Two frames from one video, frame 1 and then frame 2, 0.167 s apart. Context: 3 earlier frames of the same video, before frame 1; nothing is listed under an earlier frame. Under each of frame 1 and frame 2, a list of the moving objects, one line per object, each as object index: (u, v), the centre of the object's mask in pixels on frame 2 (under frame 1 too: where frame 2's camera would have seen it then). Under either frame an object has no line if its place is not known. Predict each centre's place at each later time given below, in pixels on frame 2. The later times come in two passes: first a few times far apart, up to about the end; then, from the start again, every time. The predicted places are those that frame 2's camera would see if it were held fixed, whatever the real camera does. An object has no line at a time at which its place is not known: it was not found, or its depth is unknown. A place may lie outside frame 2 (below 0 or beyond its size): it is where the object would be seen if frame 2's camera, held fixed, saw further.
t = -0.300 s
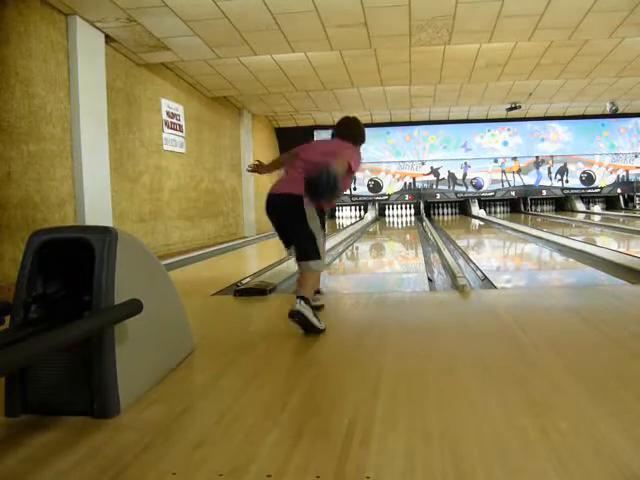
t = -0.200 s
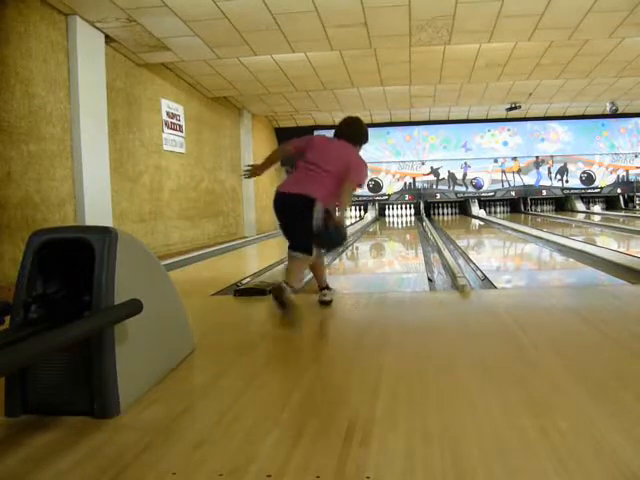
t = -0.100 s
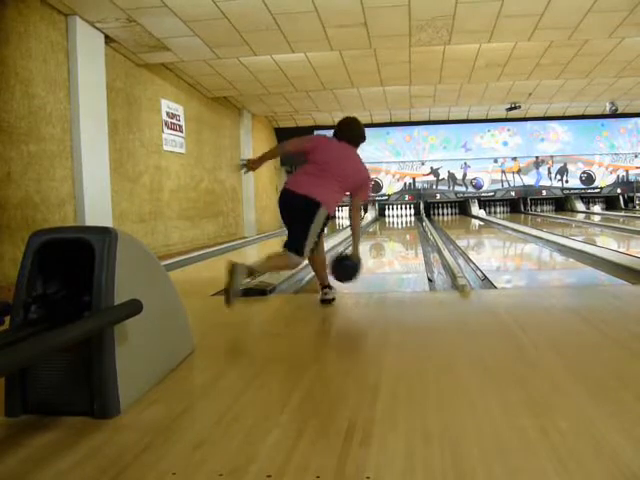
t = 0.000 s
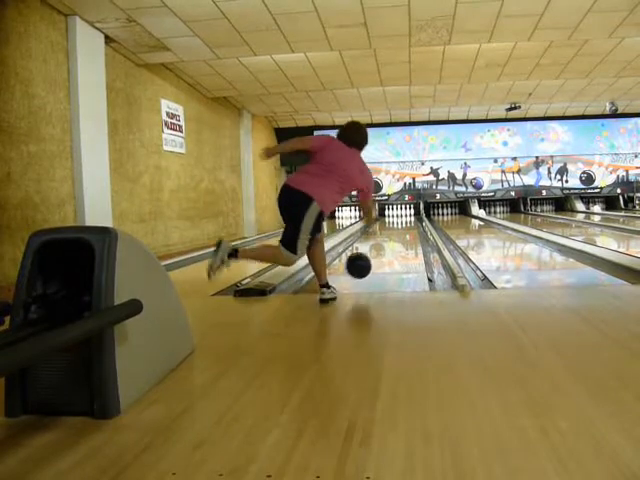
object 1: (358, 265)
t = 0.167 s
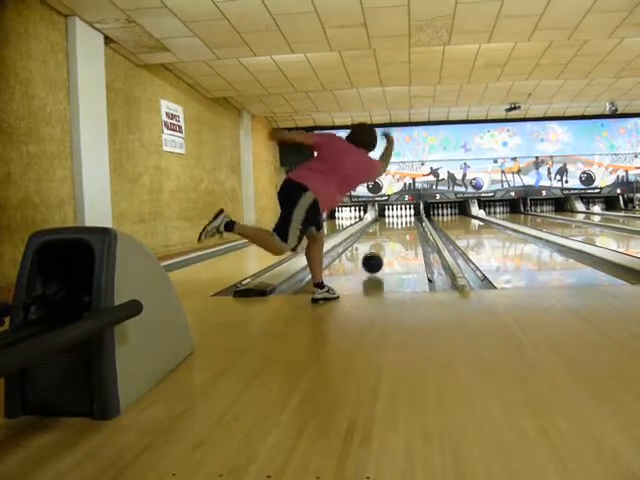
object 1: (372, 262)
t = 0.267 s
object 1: (378, 256)
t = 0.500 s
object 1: (388, 245)
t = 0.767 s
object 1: (394, 236)
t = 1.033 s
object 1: (398, 230)
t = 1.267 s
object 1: (401, 226)
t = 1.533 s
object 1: (402, 223)
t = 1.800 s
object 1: (403, 220)
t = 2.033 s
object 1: (404, 219)
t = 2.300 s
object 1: (403, 216)
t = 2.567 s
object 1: (400, 215)
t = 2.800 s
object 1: (399, 214)
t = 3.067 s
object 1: (398, 211)
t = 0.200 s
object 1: (374, 260)
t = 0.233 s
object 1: (376, 259)
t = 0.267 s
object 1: (378, 256)
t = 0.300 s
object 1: (379, 255)
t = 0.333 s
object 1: (381, 253)
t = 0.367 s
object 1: (382, 251)
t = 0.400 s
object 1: (384, 249)
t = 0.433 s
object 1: (385, 248)
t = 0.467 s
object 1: (386, 247)
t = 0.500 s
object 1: (388, 245)
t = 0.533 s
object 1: (388, 244)
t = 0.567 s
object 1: (389, 242)
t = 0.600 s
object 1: (390, 241)
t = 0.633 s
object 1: (391, 240)
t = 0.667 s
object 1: (392, 239)
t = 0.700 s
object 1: (393, 238)
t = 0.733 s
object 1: (394, 237)
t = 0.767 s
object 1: (394, 236)
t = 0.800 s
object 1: (395, 235)
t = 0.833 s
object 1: (396, 234)
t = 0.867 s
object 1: (396, 233)
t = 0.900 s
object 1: (396, 233)
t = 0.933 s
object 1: (397, 232)
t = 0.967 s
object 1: (398, 231)
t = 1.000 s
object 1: (398, 231)
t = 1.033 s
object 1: (398, 230)
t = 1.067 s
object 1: (398, 230)
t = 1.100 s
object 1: (399, 229)
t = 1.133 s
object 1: (400, 229)
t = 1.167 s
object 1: (400, 228)
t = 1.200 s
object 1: (400, 227)
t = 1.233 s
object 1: (401, 226)
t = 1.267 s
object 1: (401, 226)
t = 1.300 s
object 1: (401, 226)
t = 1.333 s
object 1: (401, 225)
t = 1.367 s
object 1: (401, 225)
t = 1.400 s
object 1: (401, 225)
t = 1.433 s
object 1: (401, 225)
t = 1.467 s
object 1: (402, 224)
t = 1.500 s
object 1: (402, 223)
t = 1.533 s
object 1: (402, 223)
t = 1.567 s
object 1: (402, 222)
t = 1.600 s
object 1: (402, 222)
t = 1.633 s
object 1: (403, 221)
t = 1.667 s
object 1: (403, 221)
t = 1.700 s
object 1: (403, 221)
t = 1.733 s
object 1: (403, 221)
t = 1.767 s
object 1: (403, 221)
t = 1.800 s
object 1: (403, 220)
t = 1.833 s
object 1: (404, 221)
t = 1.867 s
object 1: (403, 220)
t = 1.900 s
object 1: (403, 220)
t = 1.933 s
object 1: (403, 220)
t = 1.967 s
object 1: (404, 220)
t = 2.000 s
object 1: (404, 220)
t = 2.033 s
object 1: (404, 219)
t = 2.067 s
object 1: (403, 220)
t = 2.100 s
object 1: (403, 219)
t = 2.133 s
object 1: (403, 218)
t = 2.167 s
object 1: (403, 218)
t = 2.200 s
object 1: (403, 218)
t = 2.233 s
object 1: (403, 217)
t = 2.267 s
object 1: (403, 217)
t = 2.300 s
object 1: (403, 216)
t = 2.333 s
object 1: (403, 216)
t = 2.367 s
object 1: (403, 216)
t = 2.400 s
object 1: (402, 216)
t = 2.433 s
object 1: (402, 216)
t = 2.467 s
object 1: (402, 216)
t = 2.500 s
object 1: (401, 215)
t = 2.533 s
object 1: (400, 215)
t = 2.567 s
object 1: (400, 215)
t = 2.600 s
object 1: (399, 215)
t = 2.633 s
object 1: (399, 215)
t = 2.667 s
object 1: (399, 214)
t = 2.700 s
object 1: (399, 215)
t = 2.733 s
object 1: (399, 214)
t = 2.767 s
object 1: (399, 214)
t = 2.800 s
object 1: (399, 214)
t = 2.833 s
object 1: (398, 214)
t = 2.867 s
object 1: (398, 214)
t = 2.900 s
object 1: (398, 214)
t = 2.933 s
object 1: (398, 215)
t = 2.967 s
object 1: (398, 214)
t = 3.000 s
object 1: (398, 214)
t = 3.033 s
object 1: (398, 211)
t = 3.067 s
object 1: (398, 211)
